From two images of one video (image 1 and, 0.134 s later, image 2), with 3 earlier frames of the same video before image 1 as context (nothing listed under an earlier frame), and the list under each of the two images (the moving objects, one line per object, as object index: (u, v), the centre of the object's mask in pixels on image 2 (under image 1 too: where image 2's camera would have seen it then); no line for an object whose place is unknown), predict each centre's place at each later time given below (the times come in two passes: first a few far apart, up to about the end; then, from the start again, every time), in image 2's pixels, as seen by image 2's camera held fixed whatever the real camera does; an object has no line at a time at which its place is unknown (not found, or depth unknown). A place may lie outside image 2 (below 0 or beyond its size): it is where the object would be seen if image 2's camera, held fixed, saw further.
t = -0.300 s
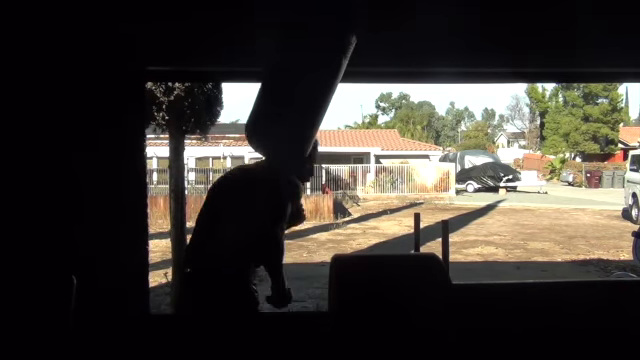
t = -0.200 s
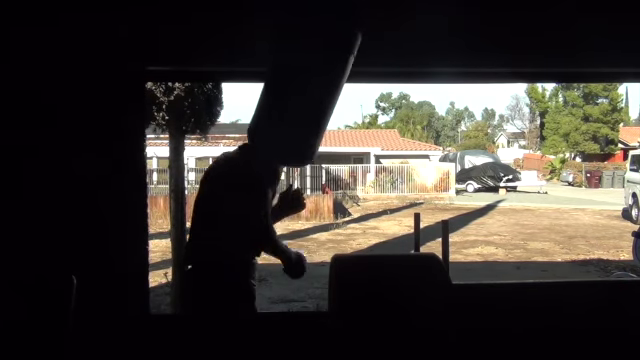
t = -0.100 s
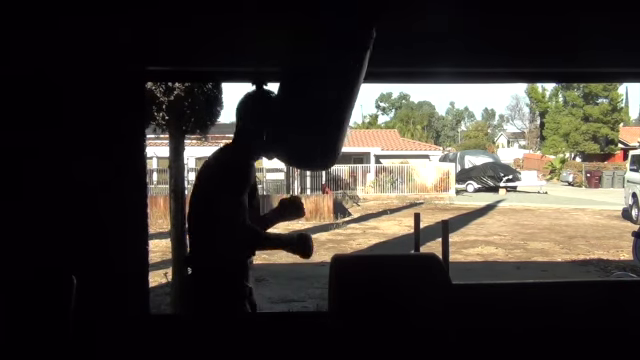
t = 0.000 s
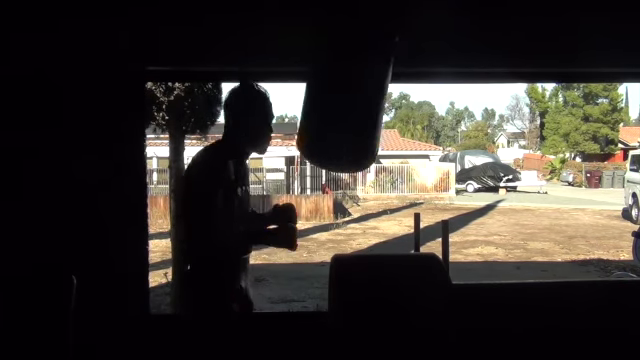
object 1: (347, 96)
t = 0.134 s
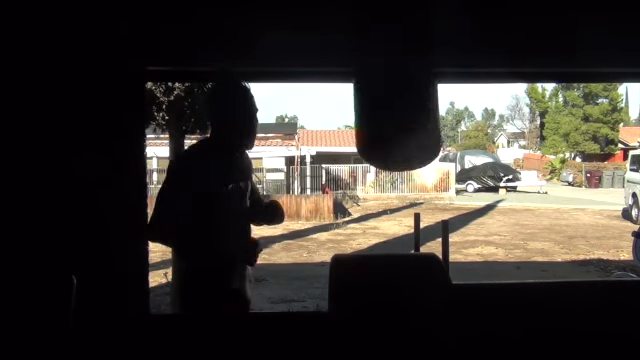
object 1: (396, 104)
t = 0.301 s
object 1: (452, 79)
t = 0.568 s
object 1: (469, 79)
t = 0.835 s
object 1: (418, 93)
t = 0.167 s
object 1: (409, 84)
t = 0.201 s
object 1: (423, 82)
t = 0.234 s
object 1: (436, 82)
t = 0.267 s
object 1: (445, 82)
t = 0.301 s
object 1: (452, 79)
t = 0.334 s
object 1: (460, 78)
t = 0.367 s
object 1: (466, 78)
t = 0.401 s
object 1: (471, 76)
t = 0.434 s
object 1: (473, 76)
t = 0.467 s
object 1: (473, 82)
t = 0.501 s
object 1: (473, 78)
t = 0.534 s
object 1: (472, 83)
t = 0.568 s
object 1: (469, 79)
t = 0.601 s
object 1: (467, 77)
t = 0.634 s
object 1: (462, 78)
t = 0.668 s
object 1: (458, 78)
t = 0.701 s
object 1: (451, 79)
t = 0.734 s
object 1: (444, 81)
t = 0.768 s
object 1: (434, 93)
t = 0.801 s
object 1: (426, 83)
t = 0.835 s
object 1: (418, 93)
